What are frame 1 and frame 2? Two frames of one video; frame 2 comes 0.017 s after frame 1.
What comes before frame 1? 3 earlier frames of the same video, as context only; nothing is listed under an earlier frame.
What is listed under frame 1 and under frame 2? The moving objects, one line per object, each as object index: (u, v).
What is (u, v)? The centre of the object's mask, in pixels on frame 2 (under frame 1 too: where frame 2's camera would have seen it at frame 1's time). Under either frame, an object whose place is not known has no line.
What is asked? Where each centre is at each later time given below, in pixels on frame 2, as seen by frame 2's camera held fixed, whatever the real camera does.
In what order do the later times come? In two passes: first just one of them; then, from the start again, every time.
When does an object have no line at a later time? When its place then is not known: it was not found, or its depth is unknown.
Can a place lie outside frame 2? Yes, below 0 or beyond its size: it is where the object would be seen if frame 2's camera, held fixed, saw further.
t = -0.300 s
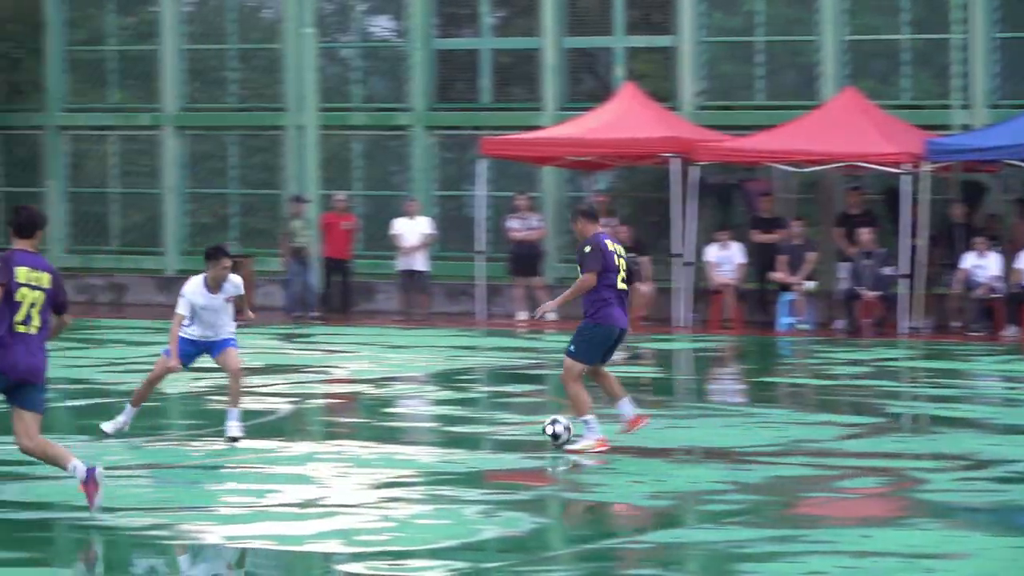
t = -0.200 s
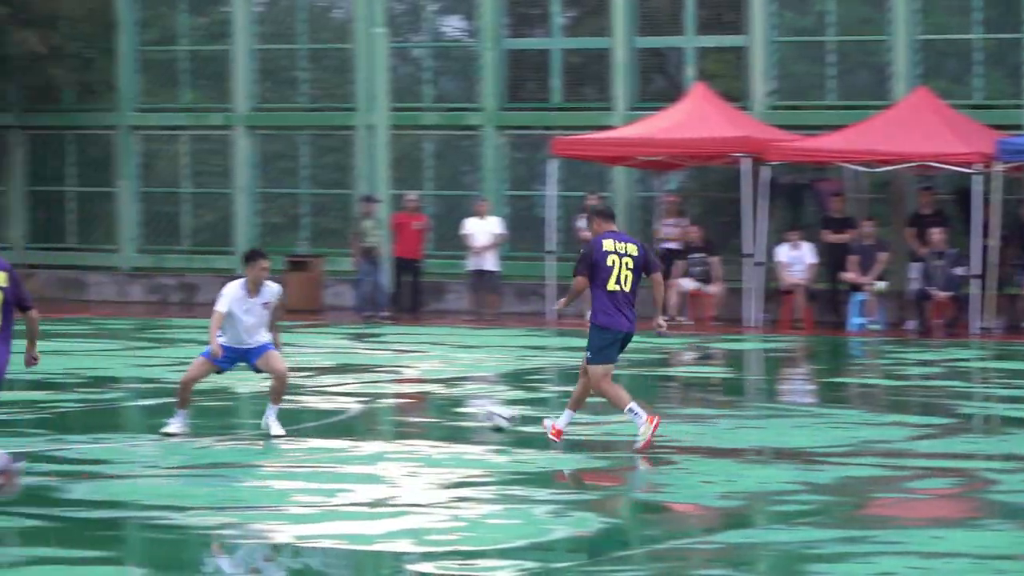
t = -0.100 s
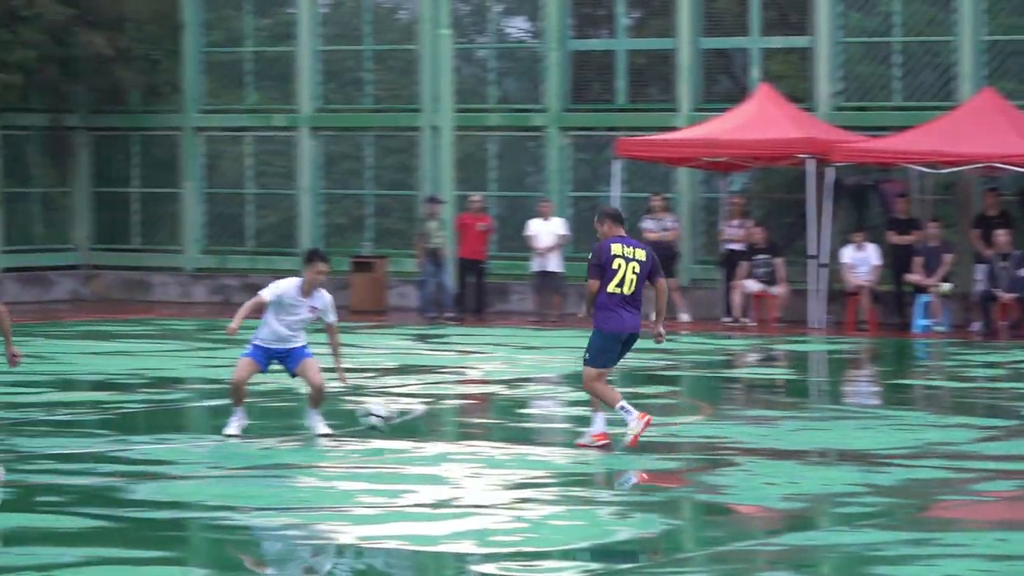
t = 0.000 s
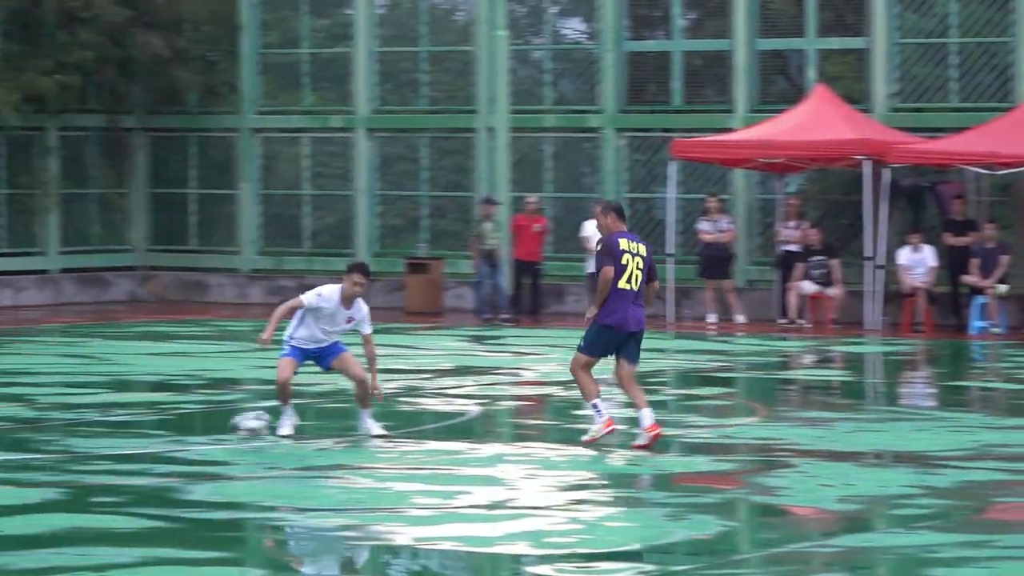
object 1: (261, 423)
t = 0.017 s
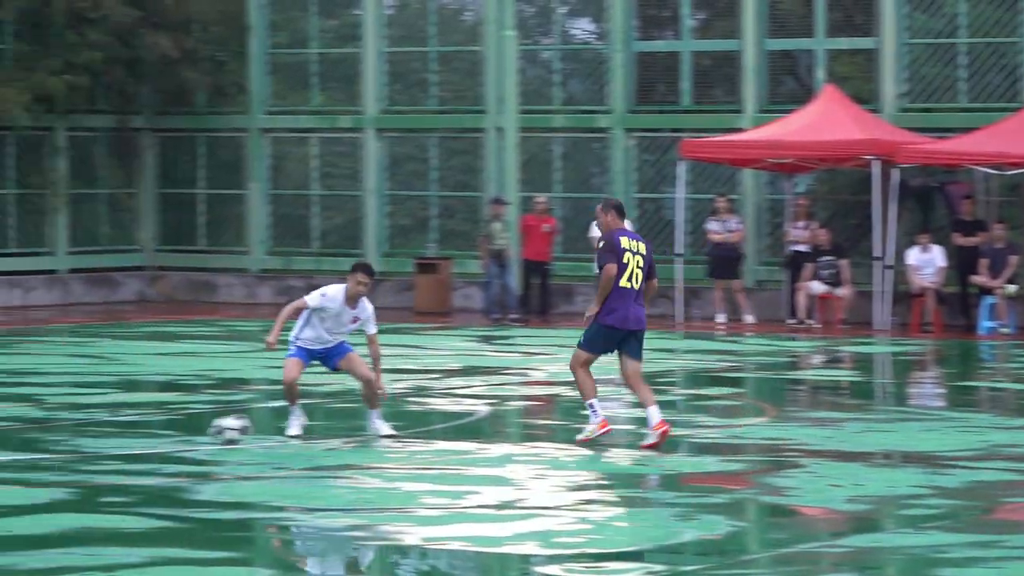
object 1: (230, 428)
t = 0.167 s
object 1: (3, 412)
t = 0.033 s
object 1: (199, 432)
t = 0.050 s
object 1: (174, 430)
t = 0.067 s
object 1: (150, 426)
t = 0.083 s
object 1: (127, 423)
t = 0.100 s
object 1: (102, 420)
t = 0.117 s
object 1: (77, 417)
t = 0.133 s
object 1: (51, 415)
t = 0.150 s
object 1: (27, 414)
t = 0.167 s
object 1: (3, 412)
